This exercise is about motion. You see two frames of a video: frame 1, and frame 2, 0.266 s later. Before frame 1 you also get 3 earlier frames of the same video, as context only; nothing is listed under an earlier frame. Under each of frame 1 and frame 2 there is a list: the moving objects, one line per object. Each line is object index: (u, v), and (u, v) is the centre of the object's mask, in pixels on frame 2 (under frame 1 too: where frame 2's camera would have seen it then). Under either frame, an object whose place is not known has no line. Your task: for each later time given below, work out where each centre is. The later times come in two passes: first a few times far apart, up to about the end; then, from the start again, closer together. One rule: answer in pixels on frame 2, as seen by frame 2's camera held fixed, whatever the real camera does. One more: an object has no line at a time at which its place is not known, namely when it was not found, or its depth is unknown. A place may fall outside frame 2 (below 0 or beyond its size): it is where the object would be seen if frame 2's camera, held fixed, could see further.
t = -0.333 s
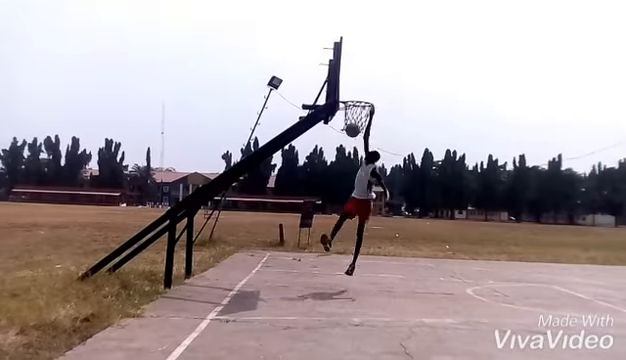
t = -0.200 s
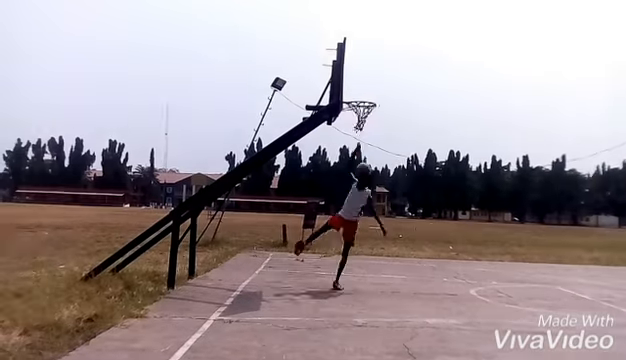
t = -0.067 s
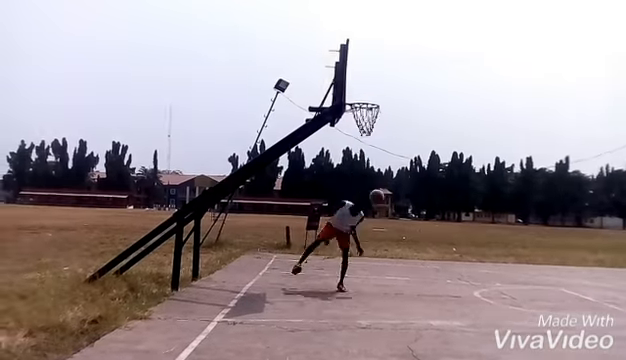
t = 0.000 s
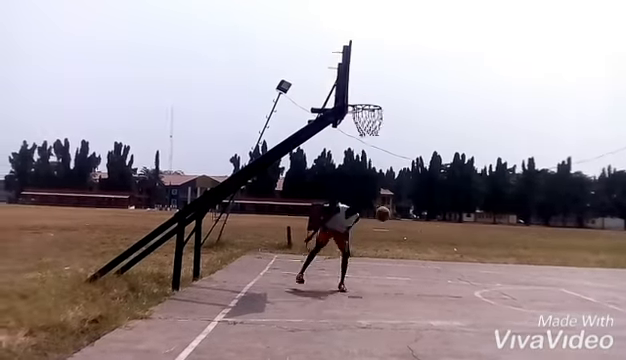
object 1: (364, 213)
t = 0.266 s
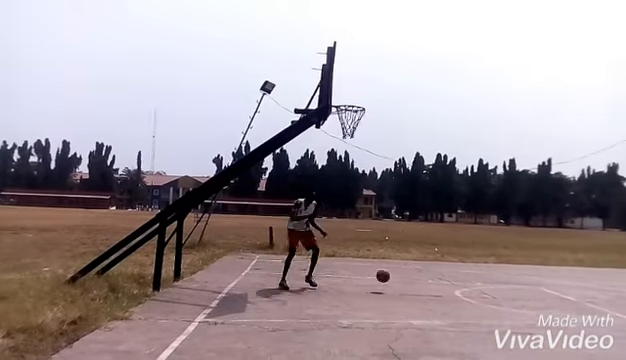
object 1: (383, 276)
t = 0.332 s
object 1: (389, 260)
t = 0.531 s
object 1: (409, 230)
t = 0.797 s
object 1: (433, 225)
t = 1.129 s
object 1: (461, 274)
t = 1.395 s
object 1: (482, 257)
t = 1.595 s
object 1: (498, 253)
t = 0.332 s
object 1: (389, 260)
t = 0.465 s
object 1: (402, 238)
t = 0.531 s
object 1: (409, 230)
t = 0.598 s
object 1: (415, 225)
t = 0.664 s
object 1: (421, 223)
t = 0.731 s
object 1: (427, 223)
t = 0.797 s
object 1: (433, 225)
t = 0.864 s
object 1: (439, 230)
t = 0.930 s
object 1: (444, 237)
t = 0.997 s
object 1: (450, 247)
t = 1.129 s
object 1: (461, 274)
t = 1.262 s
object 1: (471, 271)
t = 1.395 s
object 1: (482, 257)
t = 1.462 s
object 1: (487, 253)
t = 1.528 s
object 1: (493, 251)
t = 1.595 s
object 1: (498, 253)
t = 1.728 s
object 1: (509, 261)
